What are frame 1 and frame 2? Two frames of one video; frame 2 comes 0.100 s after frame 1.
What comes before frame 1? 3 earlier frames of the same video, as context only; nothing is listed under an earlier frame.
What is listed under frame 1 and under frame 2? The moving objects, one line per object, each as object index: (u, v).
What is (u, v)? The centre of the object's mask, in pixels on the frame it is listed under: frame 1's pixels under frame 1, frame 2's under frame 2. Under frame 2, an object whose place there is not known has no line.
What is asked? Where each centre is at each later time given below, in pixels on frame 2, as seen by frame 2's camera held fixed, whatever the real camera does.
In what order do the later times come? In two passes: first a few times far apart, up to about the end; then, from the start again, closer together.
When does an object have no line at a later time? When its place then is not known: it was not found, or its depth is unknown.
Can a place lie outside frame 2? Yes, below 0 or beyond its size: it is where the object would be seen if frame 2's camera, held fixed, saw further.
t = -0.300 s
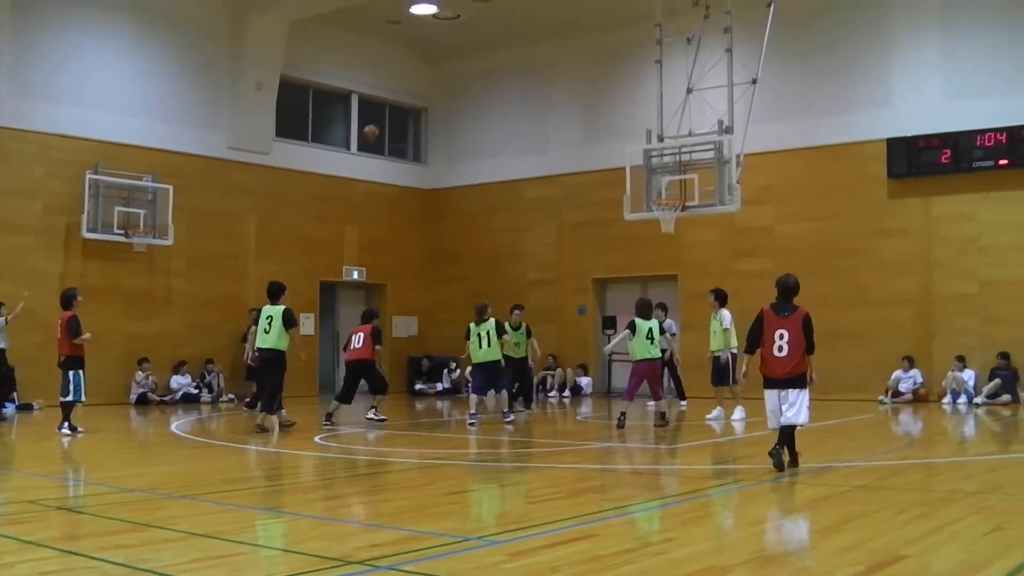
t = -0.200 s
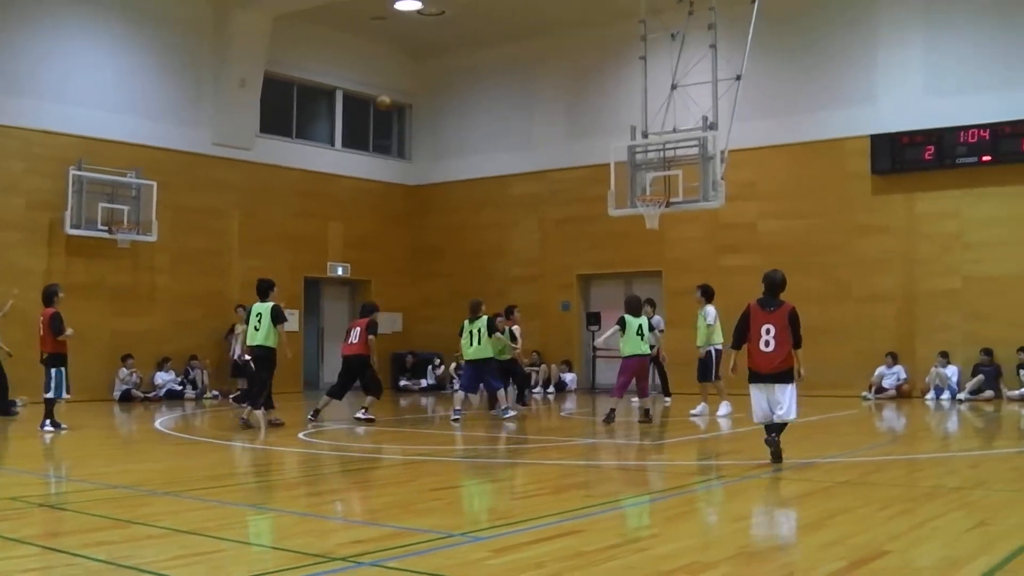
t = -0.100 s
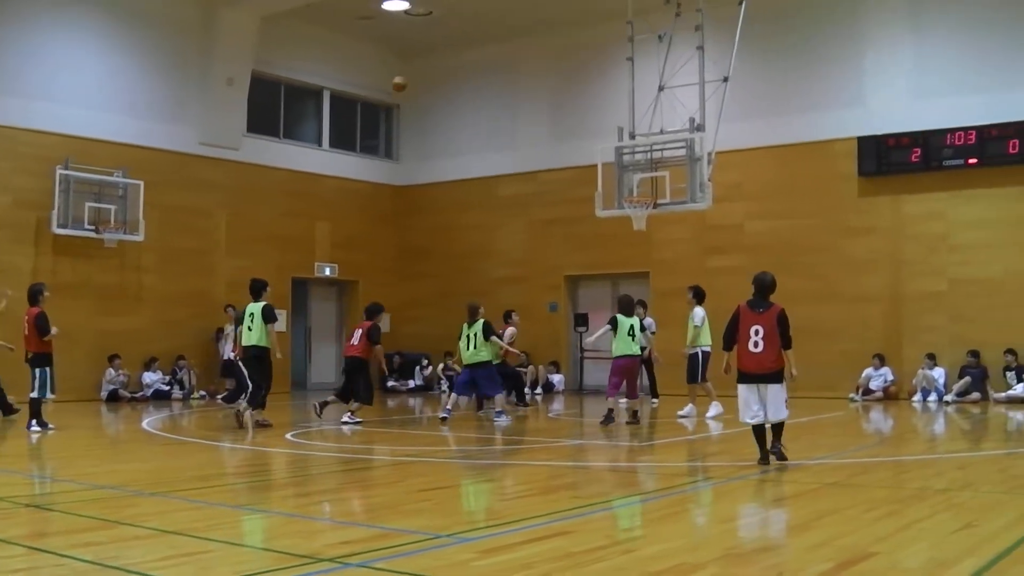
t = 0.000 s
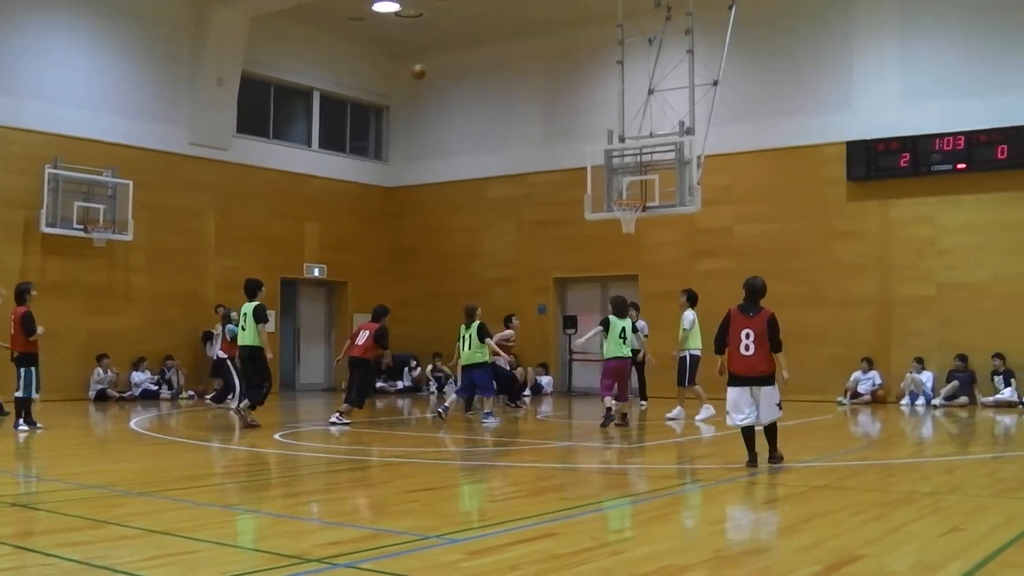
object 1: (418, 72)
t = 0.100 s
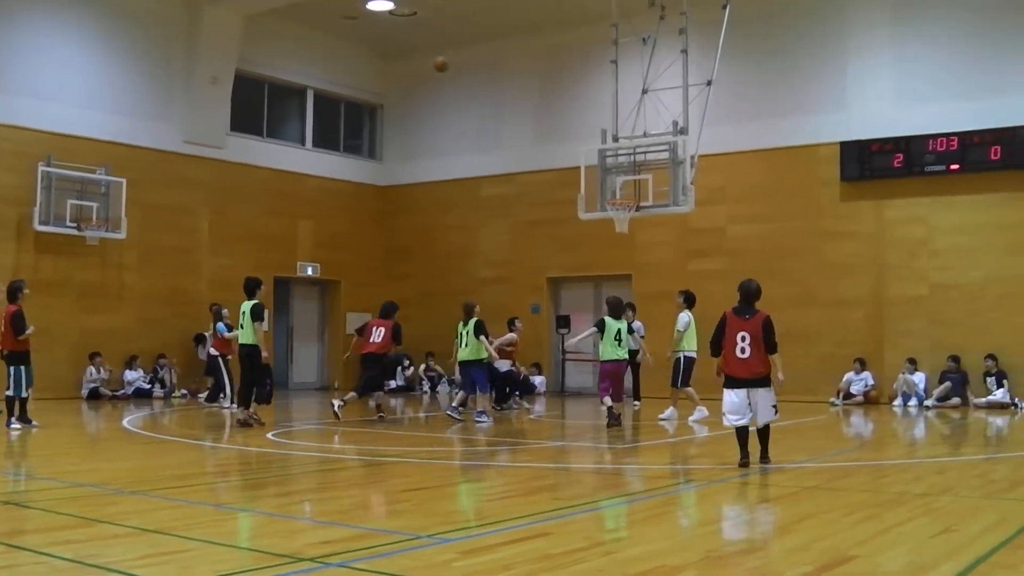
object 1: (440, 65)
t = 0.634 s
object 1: (593, 135)
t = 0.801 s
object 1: (618, 185)
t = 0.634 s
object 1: (593, 135)
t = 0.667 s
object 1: (603, 146)
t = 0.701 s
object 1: (607, 155)
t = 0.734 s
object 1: (611, 164)
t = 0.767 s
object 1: (614, 175)
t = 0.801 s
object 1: (618, 185)
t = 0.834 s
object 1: (622, 194)
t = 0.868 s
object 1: (612, 207)
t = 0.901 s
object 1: (608, 213)
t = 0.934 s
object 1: (617, 212)
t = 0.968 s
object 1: (601, 212)
